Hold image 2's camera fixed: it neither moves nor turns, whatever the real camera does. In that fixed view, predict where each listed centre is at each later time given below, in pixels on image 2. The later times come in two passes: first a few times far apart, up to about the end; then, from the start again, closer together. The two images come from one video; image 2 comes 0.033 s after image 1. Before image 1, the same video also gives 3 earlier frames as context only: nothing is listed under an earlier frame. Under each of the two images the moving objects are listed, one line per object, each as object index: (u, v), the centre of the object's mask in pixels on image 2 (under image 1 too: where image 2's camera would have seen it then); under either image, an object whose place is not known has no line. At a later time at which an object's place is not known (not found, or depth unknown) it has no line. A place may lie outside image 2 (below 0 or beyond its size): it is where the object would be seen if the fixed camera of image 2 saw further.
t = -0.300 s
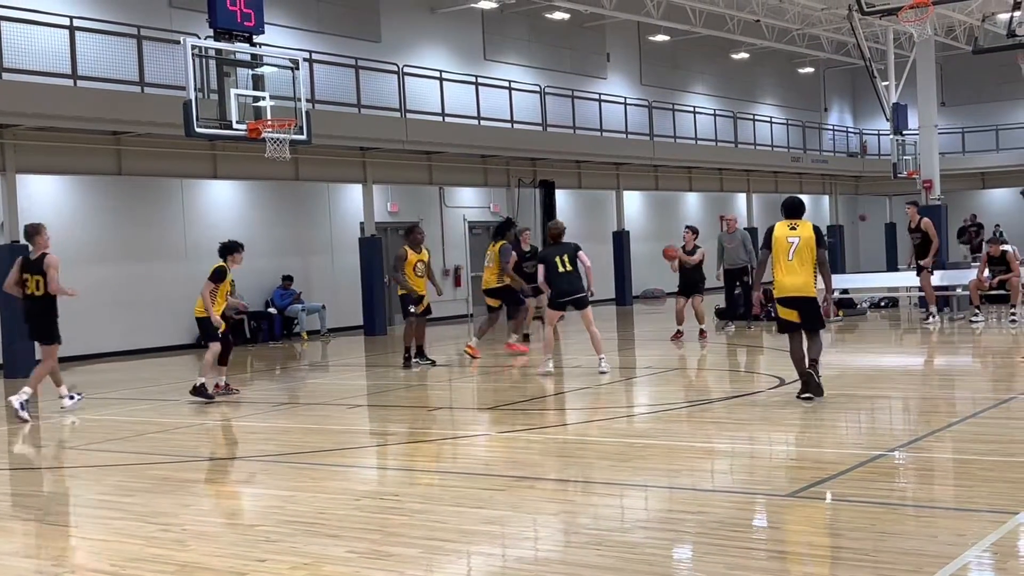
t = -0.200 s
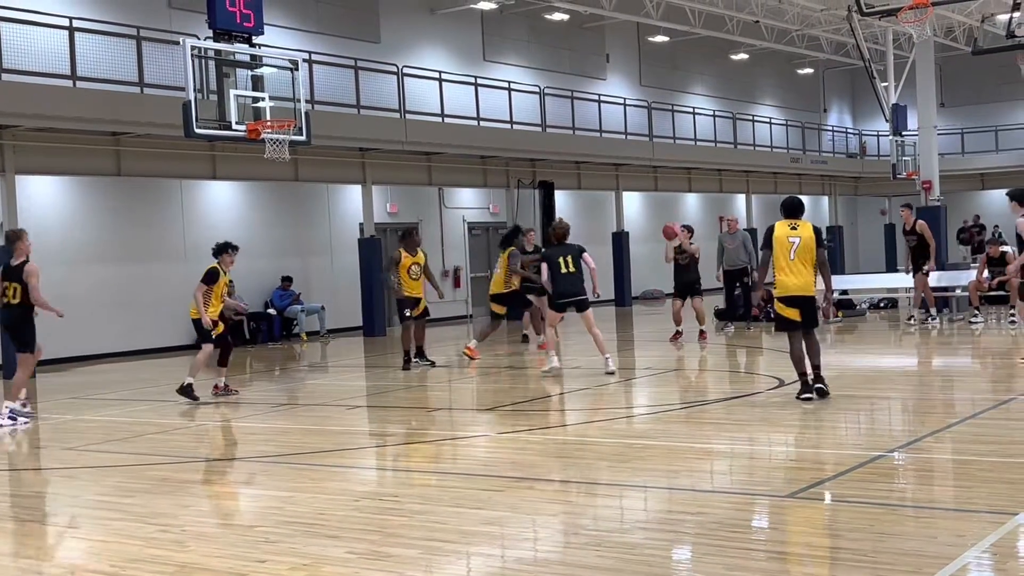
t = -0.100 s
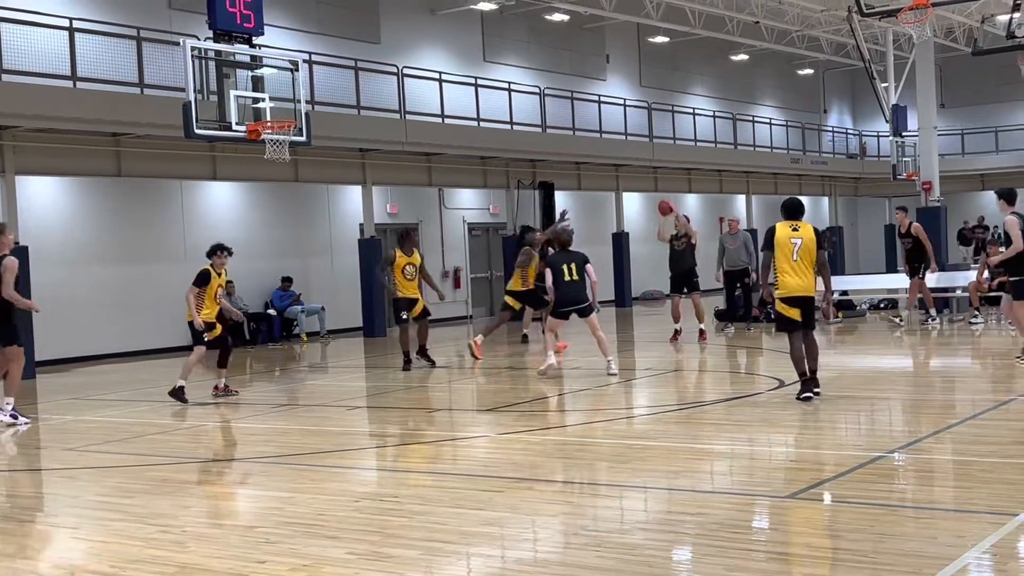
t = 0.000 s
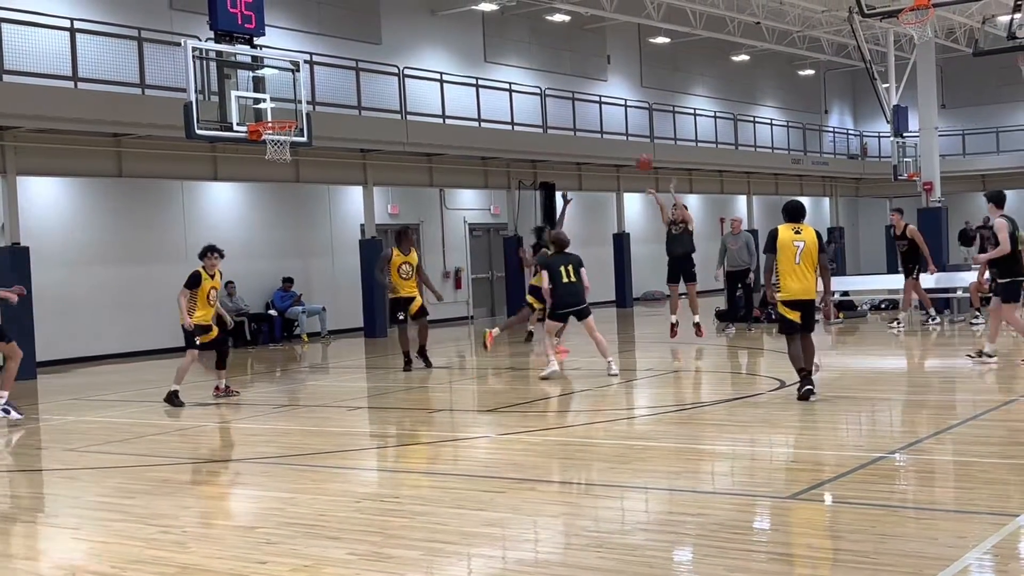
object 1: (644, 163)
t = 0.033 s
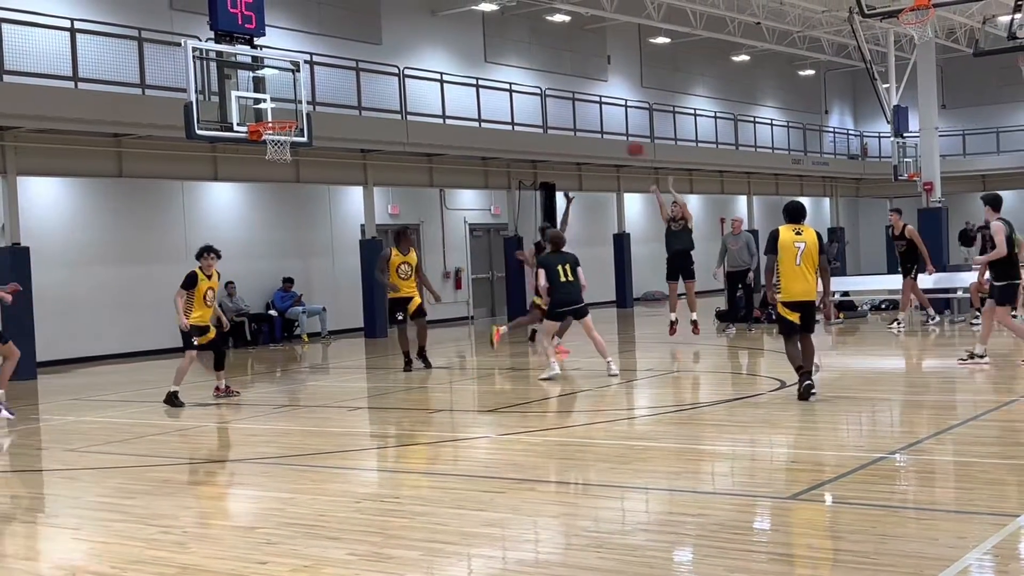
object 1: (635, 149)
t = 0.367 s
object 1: (540, 38)
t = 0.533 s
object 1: (490, 9)
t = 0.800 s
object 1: (410, 7)
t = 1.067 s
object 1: (328, 62)
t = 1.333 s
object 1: (259, 146)
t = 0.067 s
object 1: (626, 134)
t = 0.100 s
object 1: (616, 121)
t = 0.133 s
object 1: (607, 108)
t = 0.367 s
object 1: (540, 38)
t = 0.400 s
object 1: (530, 30)
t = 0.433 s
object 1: (520, 24)
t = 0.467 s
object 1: (510, 17)
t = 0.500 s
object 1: (501, 14)
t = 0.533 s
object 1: (490, 9)
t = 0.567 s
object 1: (479, 5)
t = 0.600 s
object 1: (470, 4)
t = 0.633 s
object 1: (461, 3)
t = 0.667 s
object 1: (451, 3)
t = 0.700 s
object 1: (441, 3)
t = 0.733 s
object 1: (431, 4)
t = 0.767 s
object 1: (421, 5)
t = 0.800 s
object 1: (410, 7)
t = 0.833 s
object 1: (400, 11)
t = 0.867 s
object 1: (389, 15)
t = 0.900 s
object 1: (379, 21)
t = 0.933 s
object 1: (369, 26)
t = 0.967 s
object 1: (359, 33)
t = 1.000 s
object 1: (349, 42)
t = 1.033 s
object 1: (338, 52)
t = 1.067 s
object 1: (328, 62)
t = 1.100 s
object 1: (318, 73)
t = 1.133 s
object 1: (307, 85)
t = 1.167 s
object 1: (297, 98)
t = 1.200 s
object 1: (286, 112)
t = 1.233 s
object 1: (272, 129)
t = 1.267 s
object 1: (266, 137)
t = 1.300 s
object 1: (262, 141)
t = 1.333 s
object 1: (259, 146)
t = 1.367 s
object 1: (256, 150)
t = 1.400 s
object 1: (253, 156)
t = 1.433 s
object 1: (250, 165)
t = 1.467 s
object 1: (247, 169)
